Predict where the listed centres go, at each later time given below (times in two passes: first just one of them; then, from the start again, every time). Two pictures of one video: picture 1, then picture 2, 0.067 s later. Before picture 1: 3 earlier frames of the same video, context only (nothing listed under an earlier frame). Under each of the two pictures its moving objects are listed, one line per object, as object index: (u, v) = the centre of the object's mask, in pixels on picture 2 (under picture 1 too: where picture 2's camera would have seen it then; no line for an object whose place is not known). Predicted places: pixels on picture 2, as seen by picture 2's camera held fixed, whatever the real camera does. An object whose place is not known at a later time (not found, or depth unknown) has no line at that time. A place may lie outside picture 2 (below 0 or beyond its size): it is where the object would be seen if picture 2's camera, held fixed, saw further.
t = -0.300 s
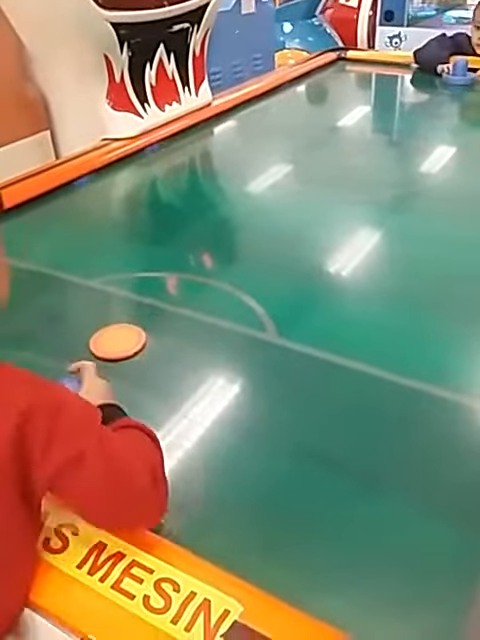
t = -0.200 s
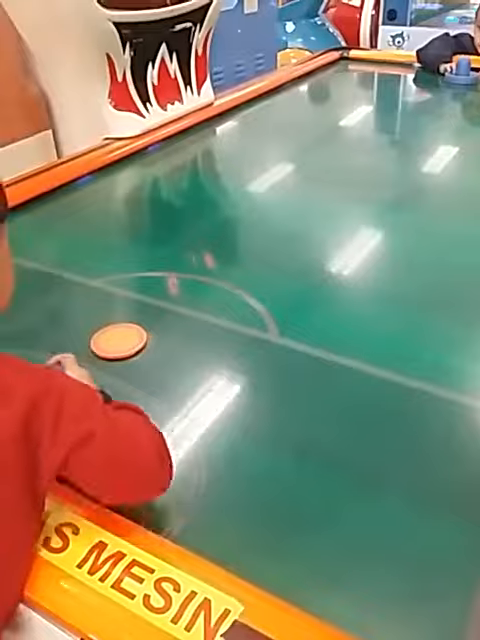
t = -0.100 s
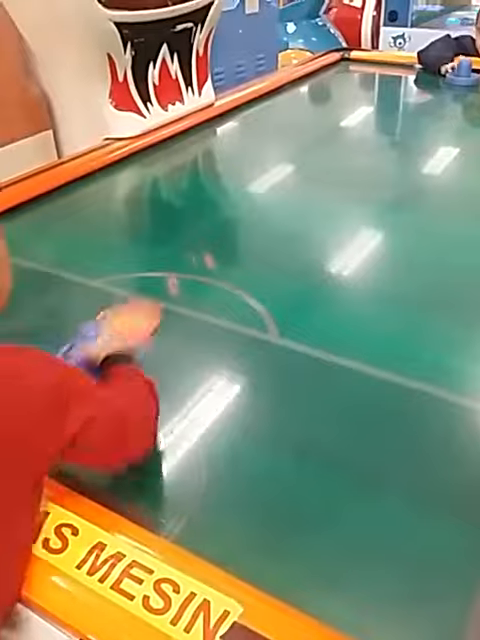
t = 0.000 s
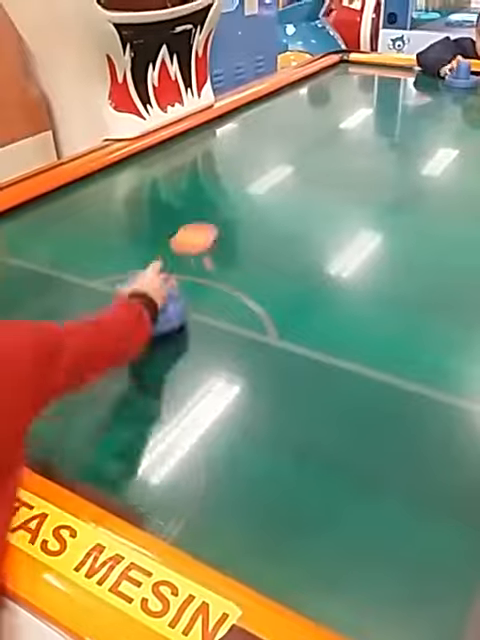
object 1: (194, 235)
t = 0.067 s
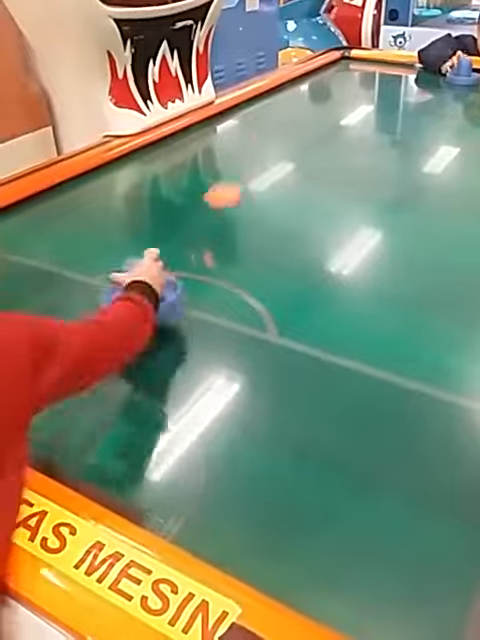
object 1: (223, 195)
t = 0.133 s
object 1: (242, 164)
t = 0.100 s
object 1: (235, 178)
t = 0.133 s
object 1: (242, 164)
